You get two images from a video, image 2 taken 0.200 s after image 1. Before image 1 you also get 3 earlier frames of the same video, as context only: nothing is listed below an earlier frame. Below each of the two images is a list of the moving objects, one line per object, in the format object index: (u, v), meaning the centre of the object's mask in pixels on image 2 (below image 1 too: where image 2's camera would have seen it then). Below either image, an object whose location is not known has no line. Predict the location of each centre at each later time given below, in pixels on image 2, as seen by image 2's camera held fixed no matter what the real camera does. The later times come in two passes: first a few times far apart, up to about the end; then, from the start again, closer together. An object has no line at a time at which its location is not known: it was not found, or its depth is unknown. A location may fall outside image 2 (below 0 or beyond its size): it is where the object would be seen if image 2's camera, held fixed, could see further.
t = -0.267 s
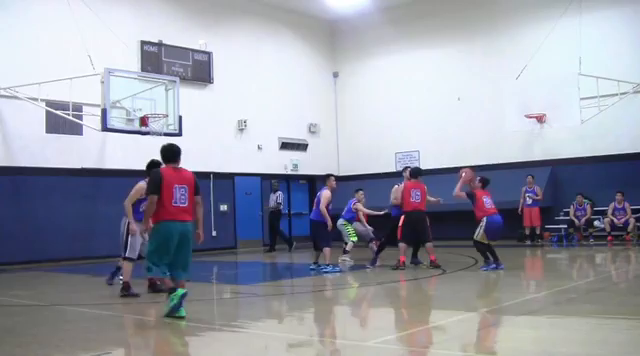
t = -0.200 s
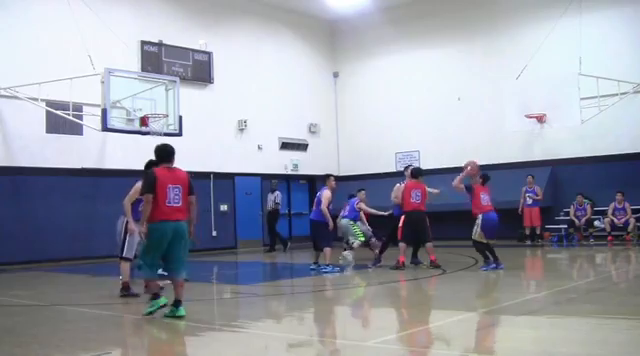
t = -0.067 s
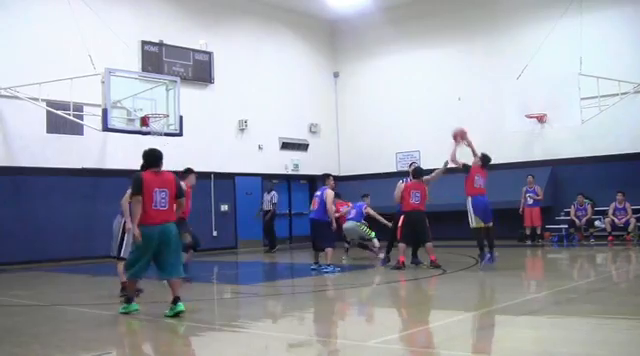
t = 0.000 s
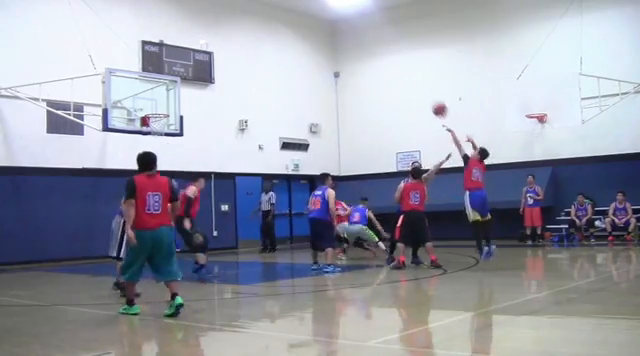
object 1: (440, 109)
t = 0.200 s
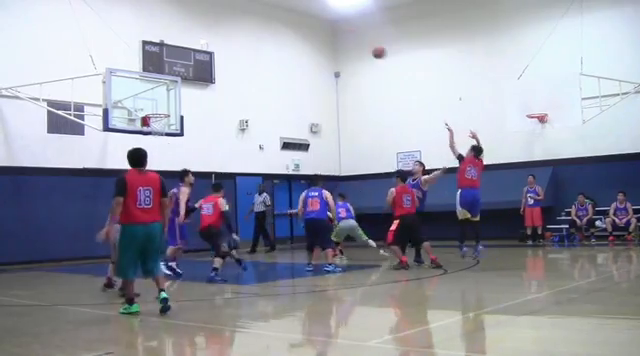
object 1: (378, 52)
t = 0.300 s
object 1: (350, 34)
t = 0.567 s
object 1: (284, 16)
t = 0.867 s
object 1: (220, 38)
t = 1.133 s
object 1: (171, 92)
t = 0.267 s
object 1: (359, 39)
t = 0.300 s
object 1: (350, 34)
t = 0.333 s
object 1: (342, 30)
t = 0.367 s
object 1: (333, 25)
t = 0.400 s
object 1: (325, 22)
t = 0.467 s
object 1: (308, 18)
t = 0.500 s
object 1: (300, 16)
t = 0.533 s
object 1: (292, 16)
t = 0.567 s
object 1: (284, 16)
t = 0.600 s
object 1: (276, 16)
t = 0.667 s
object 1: (261, 18)
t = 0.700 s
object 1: (254, 20)
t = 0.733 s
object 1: (247, 23)
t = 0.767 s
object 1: (240, 26)
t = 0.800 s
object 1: (233, 29)
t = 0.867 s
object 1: (220, 38)
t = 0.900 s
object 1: (213, 44)
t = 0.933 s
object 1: (207, 48)
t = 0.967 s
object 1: (200, 56)
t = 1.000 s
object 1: (195, 62)
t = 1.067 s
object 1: (182, 77)
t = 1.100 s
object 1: (176, 85)
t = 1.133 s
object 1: (171, 92)
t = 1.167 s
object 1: (165, 101)
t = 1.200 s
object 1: (159, 111)
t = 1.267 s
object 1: (149, 126)
